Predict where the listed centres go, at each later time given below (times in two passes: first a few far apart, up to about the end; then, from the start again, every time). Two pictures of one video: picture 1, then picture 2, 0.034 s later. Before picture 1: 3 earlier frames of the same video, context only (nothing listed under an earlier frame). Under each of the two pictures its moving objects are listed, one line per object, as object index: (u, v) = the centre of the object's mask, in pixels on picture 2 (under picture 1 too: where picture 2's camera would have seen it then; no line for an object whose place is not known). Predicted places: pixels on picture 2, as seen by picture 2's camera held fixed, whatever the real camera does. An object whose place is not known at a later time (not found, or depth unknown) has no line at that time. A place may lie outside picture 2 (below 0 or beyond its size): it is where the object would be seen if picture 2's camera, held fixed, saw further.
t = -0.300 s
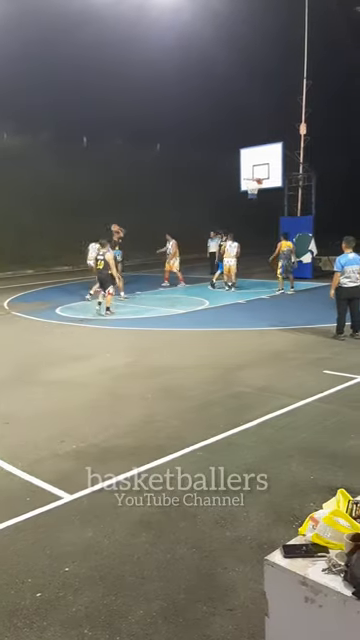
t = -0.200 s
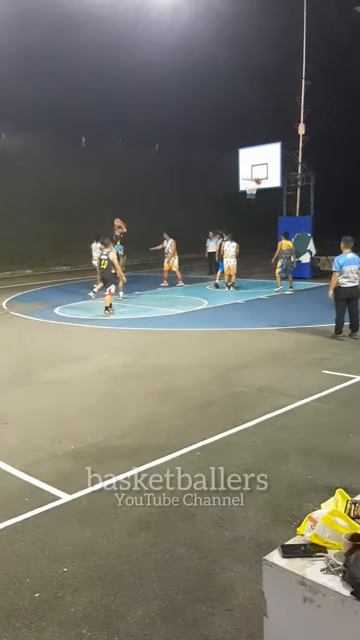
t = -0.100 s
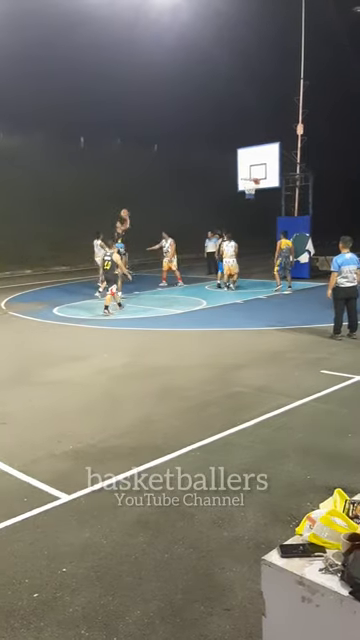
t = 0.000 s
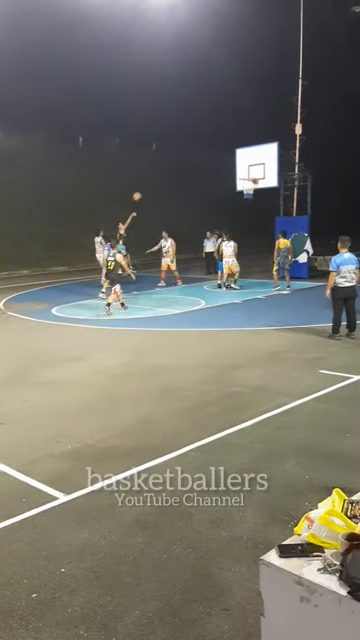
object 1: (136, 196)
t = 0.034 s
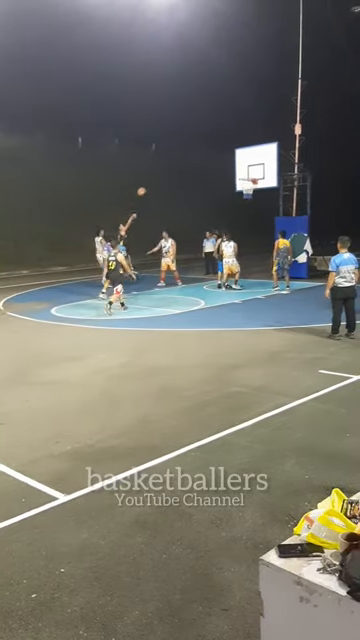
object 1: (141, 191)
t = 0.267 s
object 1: (176, 166)
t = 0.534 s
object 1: (218, 158)
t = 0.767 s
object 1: (224, 168)
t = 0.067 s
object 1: (146, 186)
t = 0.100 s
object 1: (150, 182)
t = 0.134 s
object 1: (155, 178)
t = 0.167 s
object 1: (161, 174)
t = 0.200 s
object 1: (165, 171)
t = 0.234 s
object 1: (171, 168)
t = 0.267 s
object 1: (176, 166)
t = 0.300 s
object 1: (181, 163)
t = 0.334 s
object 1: (186, 162)
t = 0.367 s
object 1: (191, 160)
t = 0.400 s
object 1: (197, 159)
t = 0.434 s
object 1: (202, 158)
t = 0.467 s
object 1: (207, 158)
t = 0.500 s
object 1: (212, 158)
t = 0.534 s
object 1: (218, 158)
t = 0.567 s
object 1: (223, 159)
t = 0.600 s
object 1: (229, 160)
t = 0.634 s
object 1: (230, 161)
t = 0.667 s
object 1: (229, 162)
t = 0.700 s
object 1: (227, 164)
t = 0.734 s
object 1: (225, 166)
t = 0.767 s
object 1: (224, 168)
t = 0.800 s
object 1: (222, 171)
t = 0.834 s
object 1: (220, 174)
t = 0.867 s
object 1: (219, 177)
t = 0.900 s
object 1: (217, 181)
